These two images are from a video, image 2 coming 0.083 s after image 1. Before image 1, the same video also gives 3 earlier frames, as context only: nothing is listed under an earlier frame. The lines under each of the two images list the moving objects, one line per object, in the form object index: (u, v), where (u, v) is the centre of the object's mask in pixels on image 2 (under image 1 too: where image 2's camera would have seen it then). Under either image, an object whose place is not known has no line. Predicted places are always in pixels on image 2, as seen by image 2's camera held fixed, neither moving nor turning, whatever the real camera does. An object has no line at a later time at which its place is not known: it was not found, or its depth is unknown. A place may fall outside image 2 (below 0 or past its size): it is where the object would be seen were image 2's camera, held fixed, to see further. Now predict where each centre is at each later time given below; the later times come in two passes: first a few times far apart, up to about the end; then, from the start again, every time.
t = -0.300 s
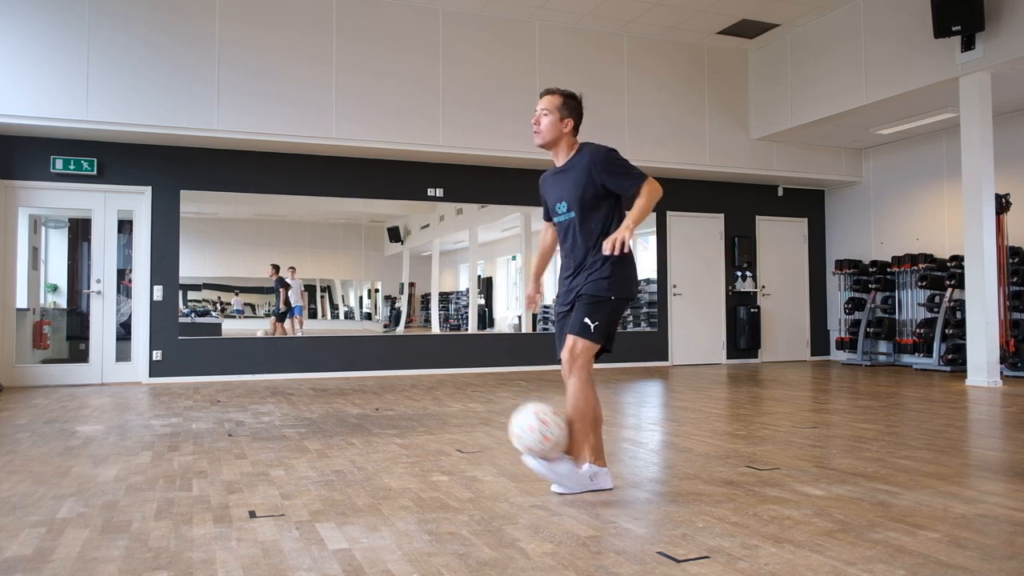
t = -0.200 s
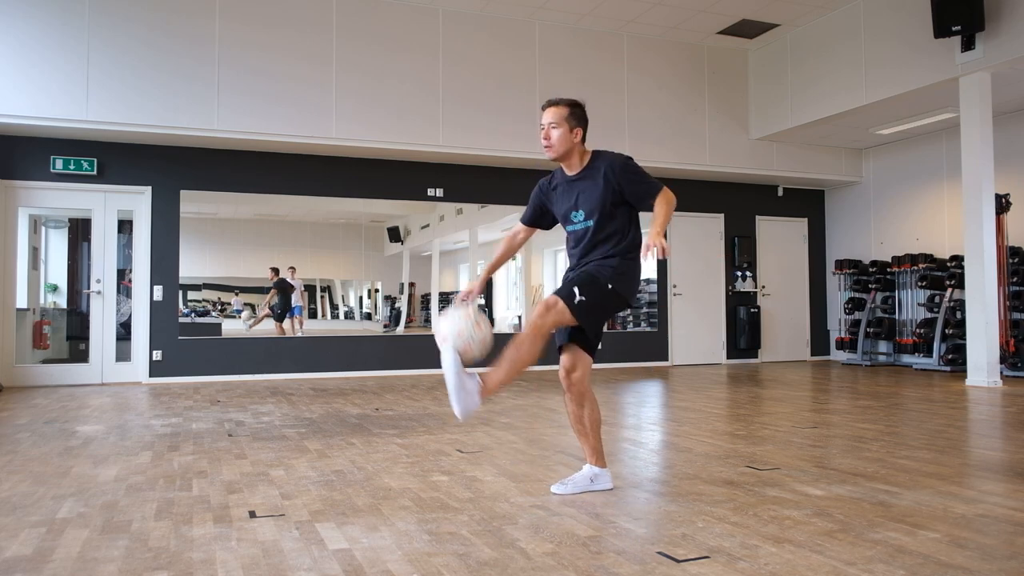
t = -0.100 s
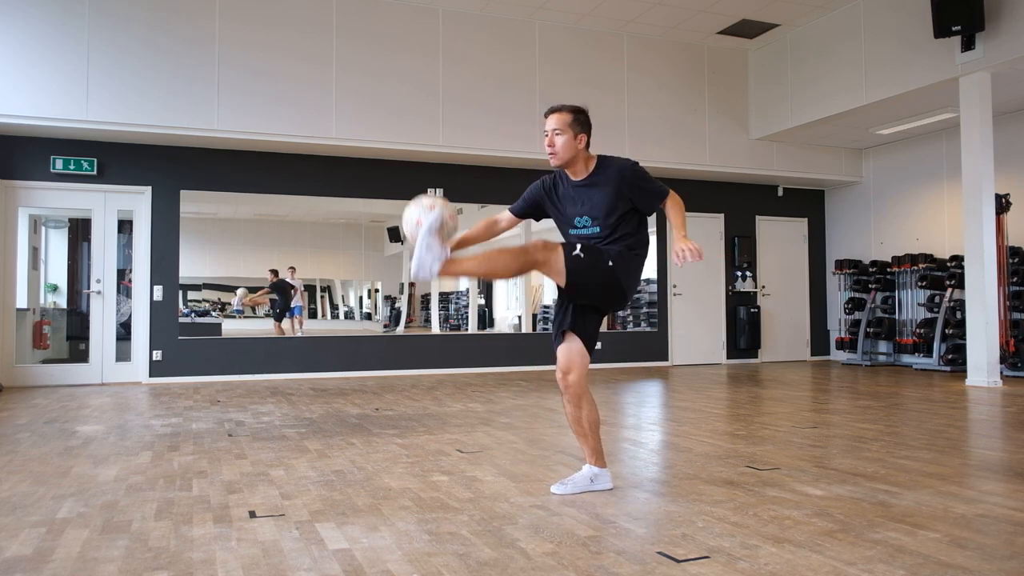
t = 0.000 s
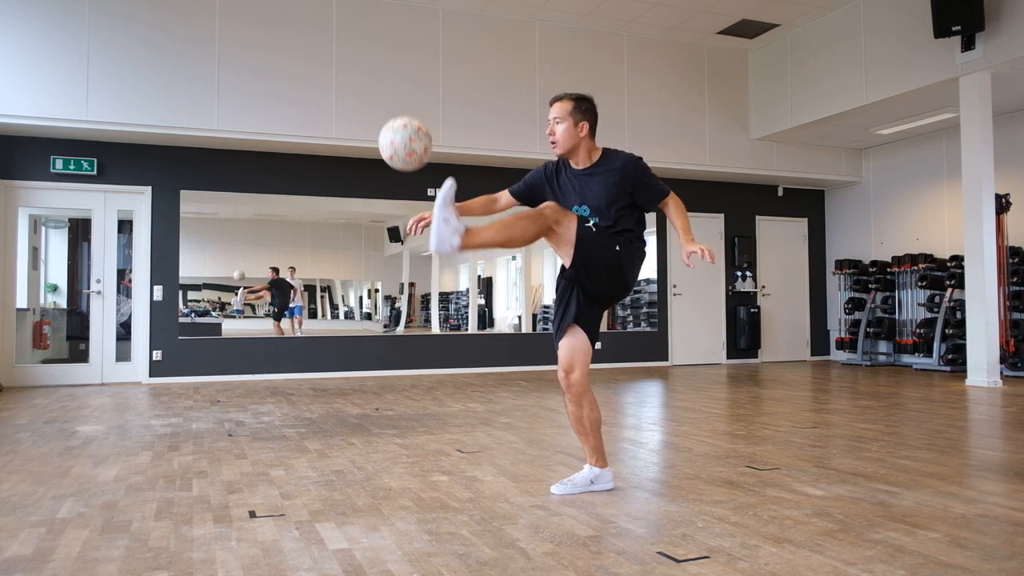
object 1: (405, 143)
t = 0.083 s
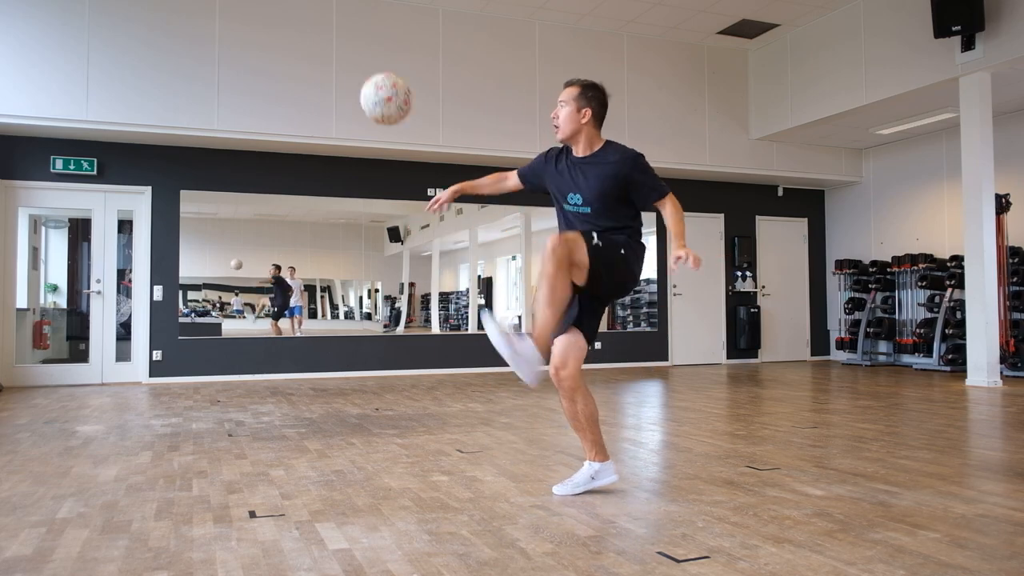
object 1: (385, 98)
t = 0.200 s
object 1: (361, 66)
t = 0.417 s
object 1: (319, 85)
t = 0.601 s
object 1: (287, 172)
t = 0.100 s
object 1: (382, 92)
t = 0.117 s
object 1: (378, 86)
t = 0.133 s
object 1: (375, 81)
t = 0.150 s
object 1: (371, 76)
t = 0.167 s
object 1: (368, 72)
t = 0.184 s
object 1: (364, 69)
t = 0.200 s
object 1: (361, 66)
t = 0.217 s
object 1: (357, 64)
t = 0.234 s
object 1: (353, 62)
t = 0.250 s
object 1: (350, 62)
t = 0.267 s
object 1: (347, 61)
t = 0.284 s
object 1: (344, 62)
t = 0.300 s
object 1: (341, 62)
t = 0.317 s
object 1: (338, 64)
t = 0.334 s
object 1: (334, 66)
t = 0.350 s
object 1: (331, 69)
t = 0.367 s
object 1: (328, 72)
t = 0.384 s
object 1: (325, 76)
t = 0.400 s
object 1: (322, 80)
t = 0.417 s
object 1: (319, 85)
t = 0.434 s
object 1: (316, 90)
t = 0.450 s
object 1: (313, 96)
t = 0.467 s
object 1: (310, 103)
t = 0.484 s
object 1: (307, 109)
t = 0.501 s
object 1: (304, 117)
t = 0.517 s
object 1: (301, 124)
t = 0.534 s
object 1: (298, 134)
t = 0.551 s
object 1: (295, 143)
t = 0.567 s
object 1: (292, 152)
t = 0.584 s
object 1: (290, 162)
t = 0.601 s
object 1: (287, 172)
